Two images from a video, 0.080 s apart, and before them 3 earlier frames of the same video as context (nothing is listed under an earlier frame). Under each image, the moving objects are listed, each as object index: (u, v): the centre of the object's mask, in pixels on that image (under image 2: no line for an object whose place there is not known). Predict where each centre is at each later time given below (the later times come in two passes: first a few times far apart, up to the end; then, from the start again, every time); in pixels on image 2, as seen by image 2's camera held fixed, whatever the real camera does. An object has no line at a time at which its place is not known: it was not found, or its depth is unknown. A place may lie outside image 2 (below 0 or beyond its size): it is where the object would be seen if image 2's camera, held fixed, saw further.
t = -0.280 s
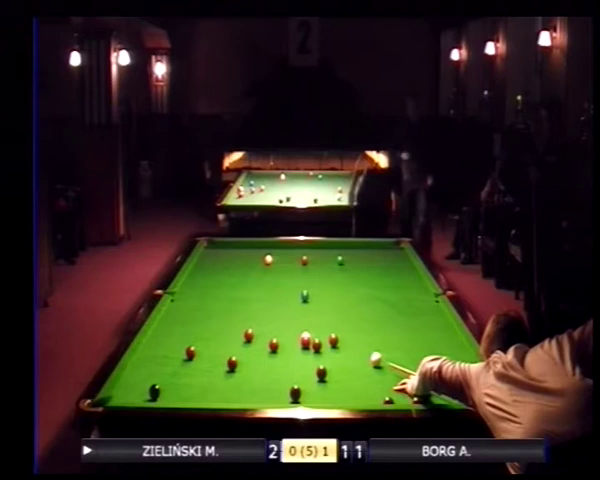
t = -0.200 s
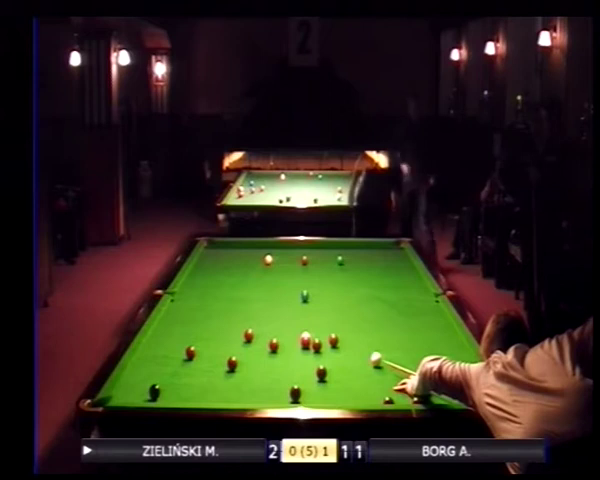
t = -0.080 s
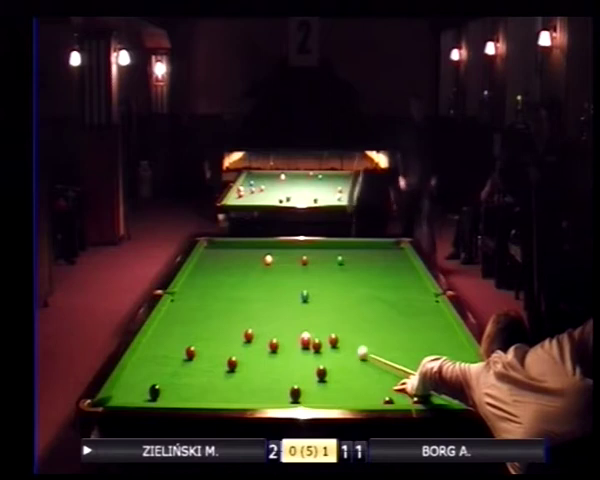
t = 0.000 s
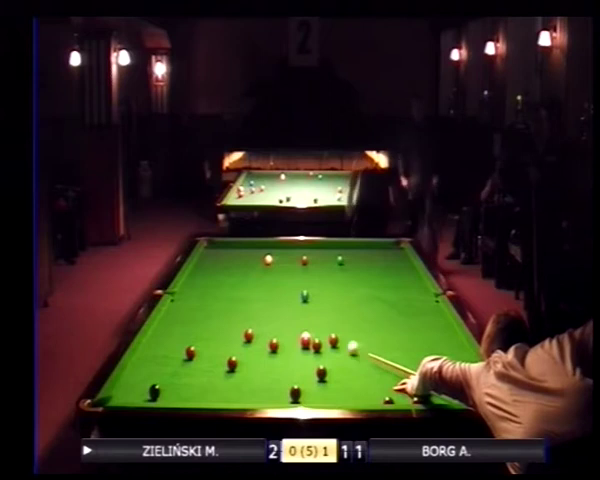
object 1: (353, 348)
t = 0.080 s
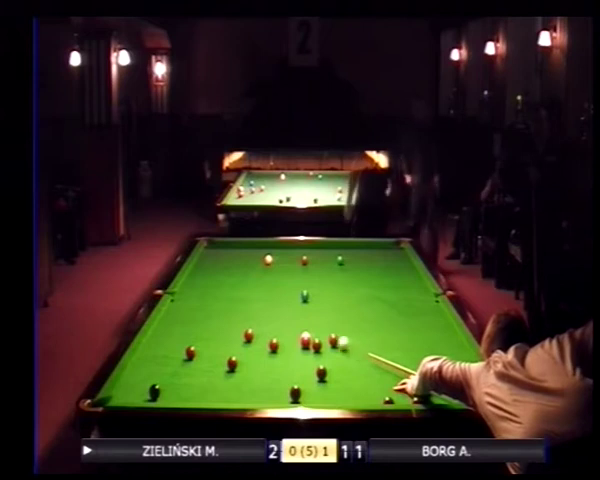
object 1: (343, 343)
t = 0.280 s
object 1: (342, 338)
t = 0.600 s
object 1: (341, 331)
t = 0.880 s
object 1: (339, 325)
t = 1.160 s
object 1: (338, 320)
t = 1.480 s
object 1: (337, 315)
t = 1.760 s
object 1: (336, 311)
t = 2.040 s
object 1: (335, 308)
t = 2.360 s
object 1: (335, 305)
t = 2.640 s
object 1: (334, 302)
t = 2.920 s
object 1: (333, 300)
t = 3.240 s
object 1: (332, 298)
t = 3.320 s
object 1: (332, 297)
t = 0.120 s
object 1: (342, 342)
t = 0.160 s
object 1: (342, 341)
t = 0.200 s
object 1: (343, 340)
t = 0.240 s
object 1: (343, 339)
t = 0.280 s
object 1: (342, 338)
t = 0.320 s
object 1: (342, 337)
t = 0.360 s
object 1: (342, 336)
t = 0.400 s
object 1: (342, 335)
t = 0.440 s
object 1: (342, 334)
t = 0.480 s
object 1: (342, 333)
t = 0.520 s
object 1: (342, 332)
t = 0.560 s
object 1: (341, 332)
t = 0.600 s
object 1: (341, 331)
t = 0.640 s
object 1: (341, 330)
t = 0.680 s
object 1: (341, 329)
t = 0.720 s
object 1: (341, 328)
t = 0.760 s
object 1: (340, 327)
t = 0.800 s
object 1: (340, 327)
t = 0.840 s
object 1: (340, 326)
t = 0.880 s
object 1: (339, 325)
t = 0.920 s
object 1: (340, 324)
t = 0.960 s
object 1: (339, 323)
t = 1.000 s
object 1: (339, 323)
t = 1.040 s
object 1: (339, 322)
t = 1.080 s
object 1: (339, 321)
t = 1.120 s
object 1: (339, 321)
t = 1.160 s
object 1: (338, 320)
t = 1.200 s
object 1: (338, 319)
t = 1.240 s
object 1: (338, 319)
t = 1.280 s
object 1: (338, 318)
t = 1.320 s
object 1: (338, 318)
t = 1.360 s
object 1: (338, 317)
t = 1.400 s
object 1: (338, 316)
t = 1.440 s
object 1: (338, 315)
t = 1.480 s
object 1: (337, 315)
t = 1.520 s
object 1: (337, 314)
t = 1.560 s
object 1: (336, 314)
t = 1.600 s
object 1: (337, 313)
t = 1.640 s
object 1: (336, 313)
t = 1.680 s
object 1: (336, 312)
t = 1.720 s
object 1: (336, 312)
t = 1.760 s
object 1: (336, 311)
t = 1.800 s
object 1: (336, 311)
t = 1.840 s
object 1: (336, 310)
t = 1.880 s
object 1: (336, 310)
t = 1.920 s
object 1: (336, 309)
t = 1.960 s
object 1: (336, 309)
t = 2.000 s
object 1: (335, 308)
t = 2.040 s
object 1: (335, 308)
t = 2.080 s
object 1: (335, 307)
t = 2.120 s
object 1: (335, 307)
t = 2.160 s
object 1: (335, 307)
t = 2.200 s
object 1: (335, 306)
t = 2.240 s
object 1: (335, 306)
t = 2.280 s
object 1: (335, 306)
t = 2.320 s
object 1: (335, 305)
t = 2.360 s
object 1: (335, 305)
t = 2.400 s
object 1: (334, 304)
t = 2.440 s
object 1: (334, 304)
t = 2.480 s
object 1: (334, 303)
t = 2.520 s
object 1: (334, 303)
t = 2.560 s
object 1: (334, 303)
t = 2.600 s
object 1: (334, 303)
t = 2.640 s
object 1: (334, 302)
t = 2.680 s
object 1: (333, 302)
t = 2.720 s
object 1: (333, 302)
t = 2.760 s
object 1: (333, 301)
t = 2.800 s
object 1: (333, 301)
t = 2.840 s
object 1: (333, 301)
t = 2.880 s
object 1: (333, 300)
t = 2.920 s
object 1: (333, 300)
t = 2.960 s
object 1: (333, 299)
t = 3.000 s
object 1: (333, 299)
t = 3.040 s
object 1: (333, 299)
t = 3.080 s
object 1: (333, 299)
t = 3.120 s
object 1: (332, 298)
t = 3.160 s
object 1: (332, 298)
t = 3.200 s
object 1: (332, 298)
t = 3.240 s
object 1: (332, 298)
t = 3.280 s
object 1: (332, 297)
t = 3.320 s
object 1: (332, 297)
